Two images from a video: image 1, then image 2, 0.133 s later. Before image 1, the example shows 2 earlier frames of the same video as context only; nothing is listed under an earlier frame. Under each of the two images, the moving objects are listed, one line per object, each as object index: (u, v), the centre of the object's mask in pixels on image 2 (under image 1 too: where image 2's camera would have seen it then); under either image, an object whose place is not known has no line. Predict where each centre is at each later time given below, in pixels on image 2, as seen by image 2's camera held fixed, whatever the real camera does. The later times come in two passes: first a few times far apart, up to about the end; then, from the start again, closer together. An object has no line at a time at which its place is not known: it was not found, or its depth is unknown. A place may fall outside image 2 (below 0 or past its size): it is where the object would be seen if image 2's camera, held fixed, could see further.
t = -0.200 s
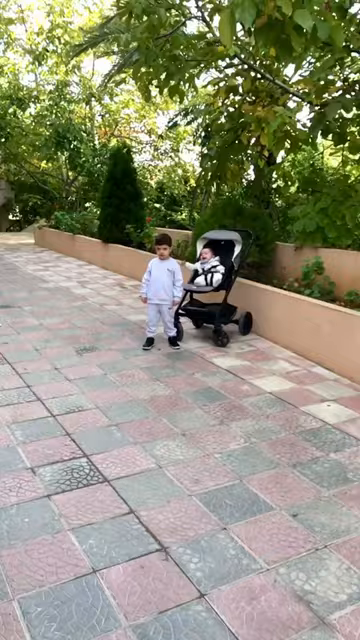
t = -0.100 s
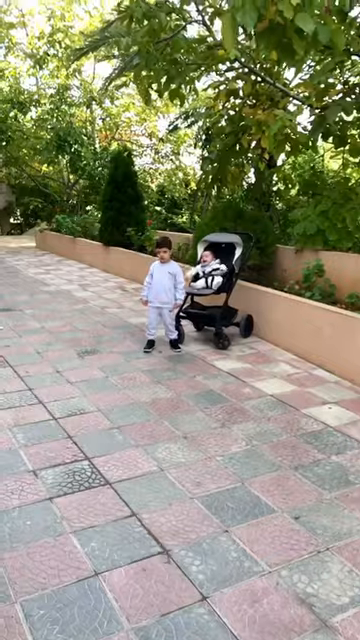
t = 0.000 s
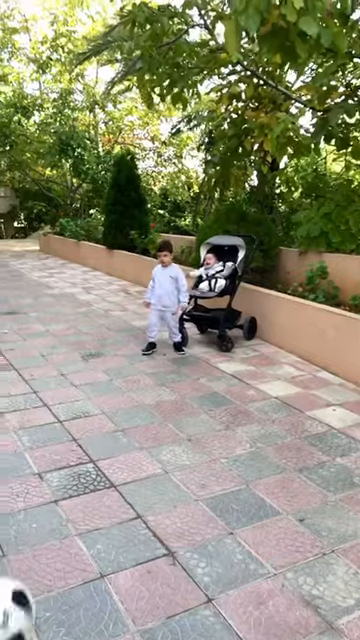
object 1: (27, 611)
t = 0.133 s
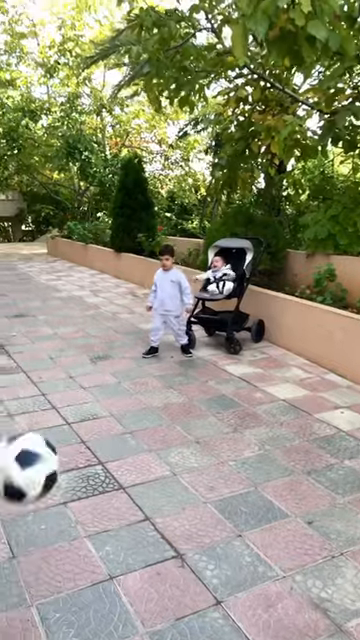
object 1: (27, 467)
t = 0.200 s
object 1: (32, 422)
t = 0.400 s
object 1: (55, 373)
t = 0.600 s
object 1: (75, 427)
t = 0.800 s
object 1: (92, 452)
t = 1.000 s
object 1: (113, 383)
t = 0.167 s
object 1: (28, 442)
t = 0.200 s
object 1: (32, 422)
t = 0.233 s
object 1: (36, 405)
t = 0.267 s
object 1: (40, 391)
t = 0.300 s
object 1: (44, 382)
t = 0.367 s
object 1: (51, 372)
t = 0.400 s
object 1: (55, 373)
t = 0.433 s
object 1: (59, 376)
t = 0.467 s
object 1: (63, 382)
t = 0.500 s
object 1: (67, 390)
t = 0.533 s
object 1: (70, 400)
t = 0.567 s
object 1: (72, 413)
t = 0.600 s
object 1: (75, 427)
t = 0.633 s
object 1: (78, 444)
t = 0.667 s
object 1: (81, 462)
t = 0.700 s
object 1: (83, 480)
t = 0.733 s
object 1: (86, 496)
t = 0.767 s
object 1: (89, 473)
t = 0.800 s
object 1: (92, 452)
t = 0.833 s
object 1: (96, 434)
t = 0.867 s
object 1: (100, 418)
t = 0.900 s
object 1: (104, 407)
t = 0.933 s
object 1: (107, 396)
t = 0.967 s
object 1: (110, 388)
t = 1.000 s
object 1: (113, 383)
